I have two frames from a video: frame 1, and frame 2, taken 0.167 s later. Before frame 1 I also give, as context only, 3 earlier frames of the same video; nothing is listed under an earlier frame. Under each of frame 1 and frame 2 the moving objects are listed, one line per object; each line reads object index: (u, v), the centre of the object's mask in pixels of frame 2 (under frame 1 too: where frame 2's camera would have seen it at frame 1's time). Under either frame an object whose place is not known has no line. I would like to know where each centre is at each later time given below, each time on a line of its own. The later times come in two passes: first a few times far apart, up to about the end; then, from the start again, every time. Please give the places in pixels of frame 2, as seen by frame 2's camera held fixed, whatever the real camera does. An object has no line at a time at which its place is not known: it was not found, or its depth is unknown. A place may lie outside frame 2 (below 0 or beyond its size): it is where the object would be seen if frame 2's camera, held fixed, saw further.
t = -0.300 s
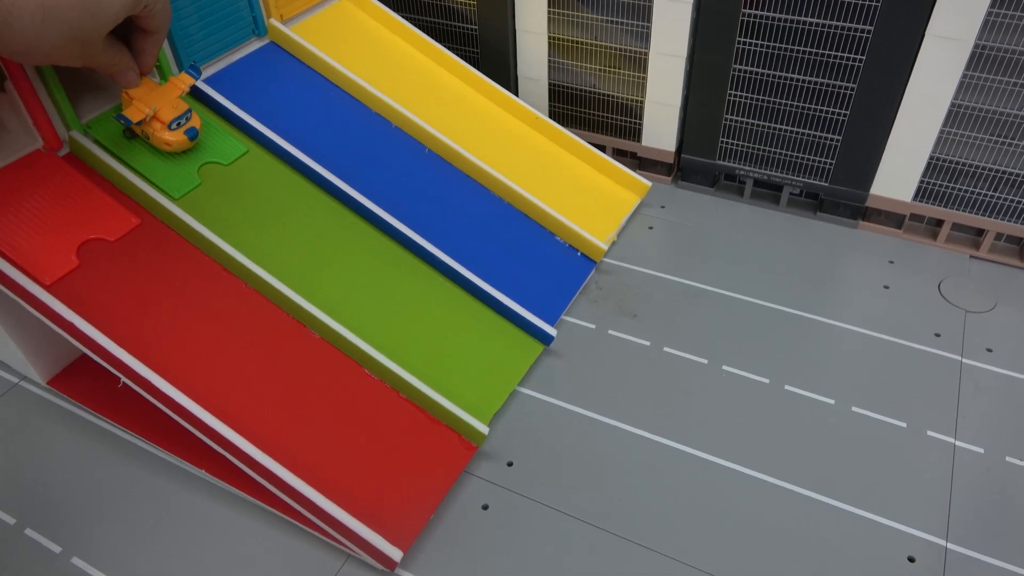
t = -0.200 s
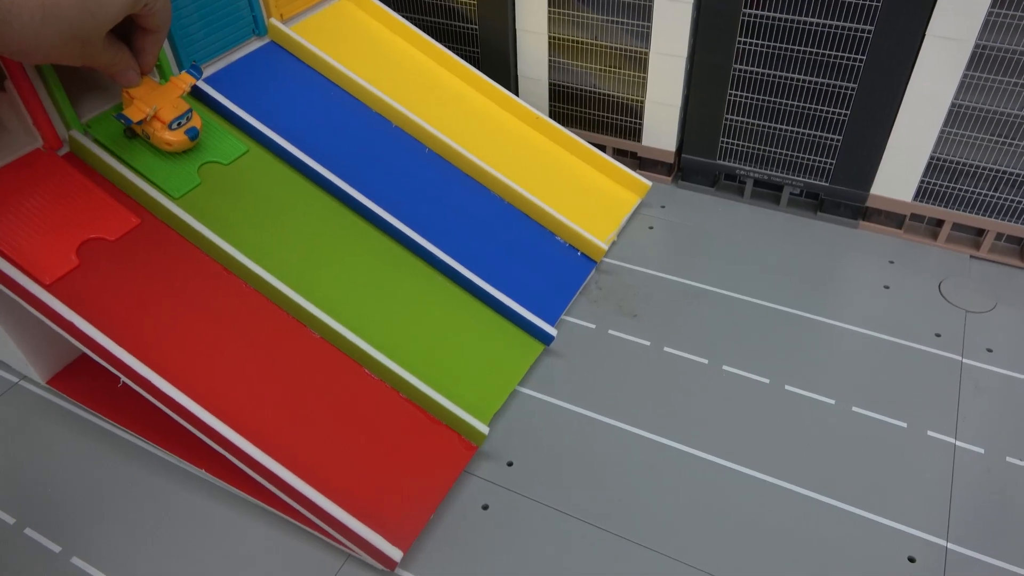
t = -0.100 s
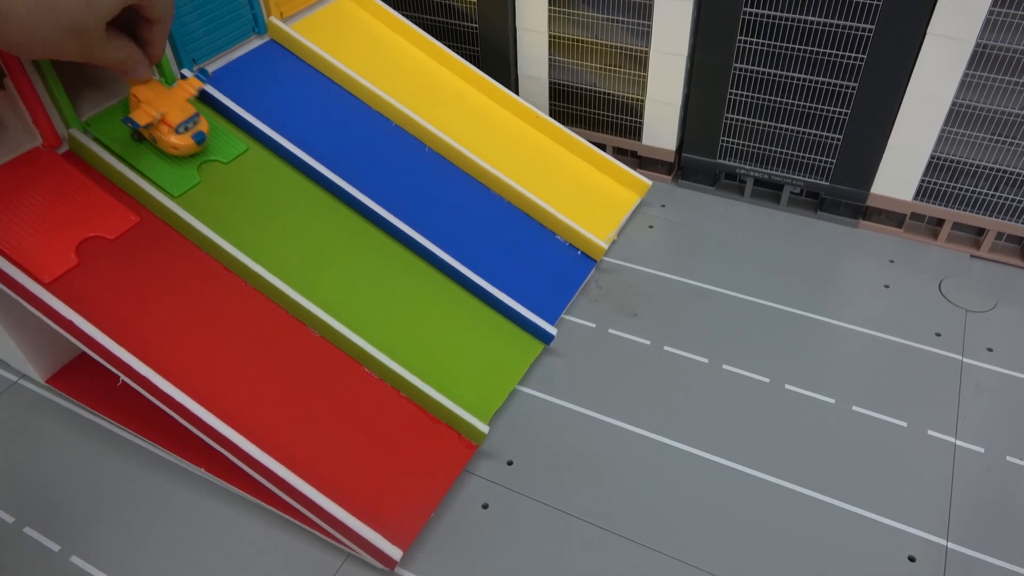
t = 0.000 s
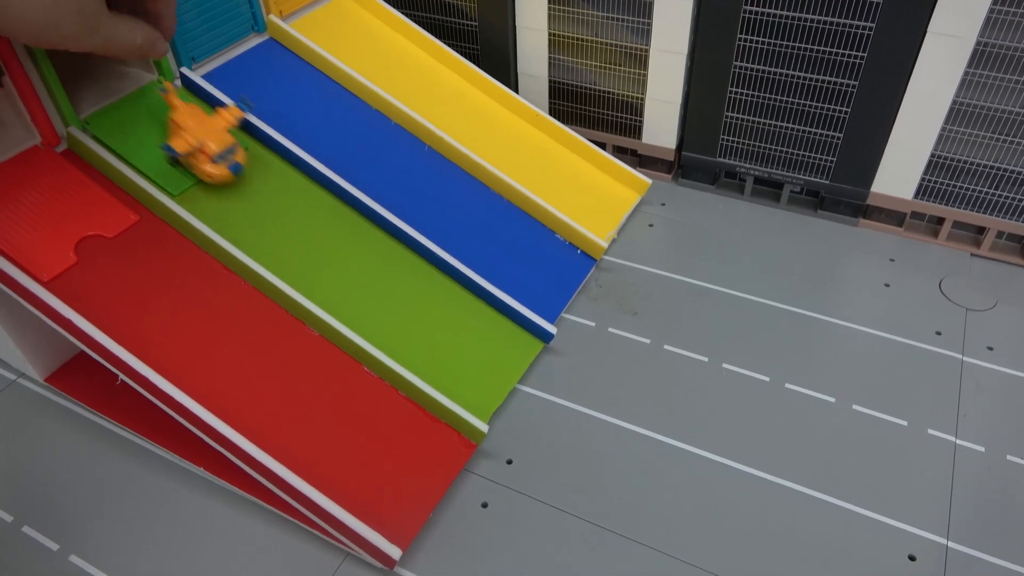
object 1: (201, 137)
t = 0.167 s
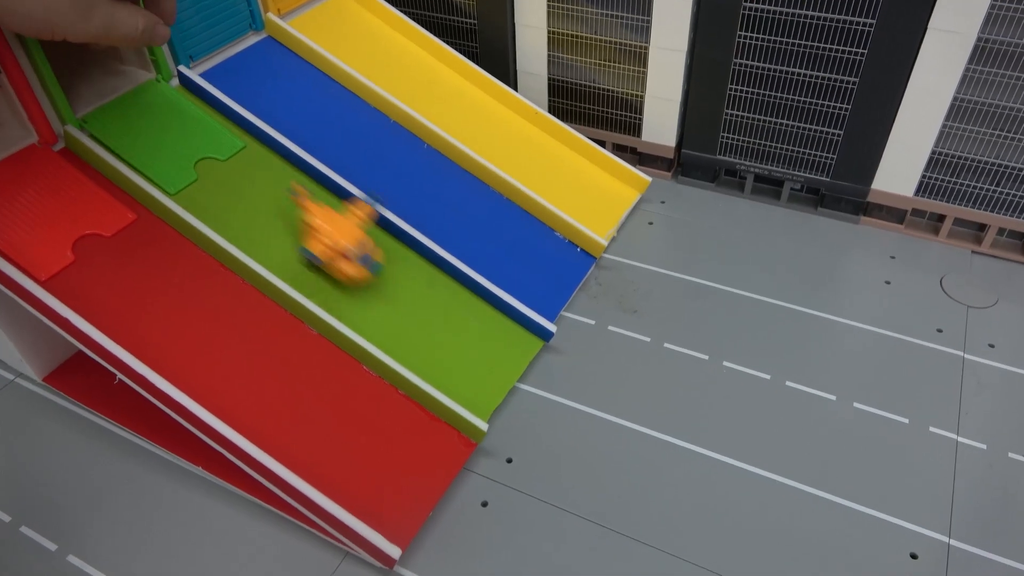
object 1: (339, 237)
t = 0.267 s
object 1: (461, 331)
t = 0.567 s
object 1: (843, 549)
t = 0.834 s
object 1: (962, 580)
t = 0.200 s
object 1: (377, 264)
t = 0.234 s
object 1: (419, 294)
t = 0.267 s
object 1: (461, 331)
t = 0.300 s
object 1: (508, 371)
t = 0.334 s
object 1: (555, 399)
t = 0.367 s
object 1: (600, 426)
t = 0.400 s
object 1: (645, 449)
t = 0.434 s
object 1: (689, 472)
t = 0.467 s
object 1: (731, 495)
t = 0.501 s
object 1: (772, 516)
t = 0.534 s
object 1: (809, 536)
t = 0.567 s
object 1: (843, 549)
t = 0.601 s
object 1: (873, 558)
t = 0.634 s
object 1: (899, 565)
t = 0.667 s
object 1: (920, 571)
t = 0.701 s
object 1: (939, 574)
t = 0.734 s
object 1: (952, 577)
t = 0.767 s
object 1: (960, 579)
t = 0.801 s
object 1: (962, 580)
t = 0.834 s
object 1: (962, 580)
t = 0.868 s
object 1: (962, 580)
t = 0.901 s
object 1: (962, 580)
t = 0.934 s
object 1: (963, 580)
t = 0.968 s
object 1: (962, 580)
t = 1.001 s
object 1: (962, 580)
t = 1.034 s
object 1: (962, 580)
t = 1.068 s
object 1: (962, 580)
